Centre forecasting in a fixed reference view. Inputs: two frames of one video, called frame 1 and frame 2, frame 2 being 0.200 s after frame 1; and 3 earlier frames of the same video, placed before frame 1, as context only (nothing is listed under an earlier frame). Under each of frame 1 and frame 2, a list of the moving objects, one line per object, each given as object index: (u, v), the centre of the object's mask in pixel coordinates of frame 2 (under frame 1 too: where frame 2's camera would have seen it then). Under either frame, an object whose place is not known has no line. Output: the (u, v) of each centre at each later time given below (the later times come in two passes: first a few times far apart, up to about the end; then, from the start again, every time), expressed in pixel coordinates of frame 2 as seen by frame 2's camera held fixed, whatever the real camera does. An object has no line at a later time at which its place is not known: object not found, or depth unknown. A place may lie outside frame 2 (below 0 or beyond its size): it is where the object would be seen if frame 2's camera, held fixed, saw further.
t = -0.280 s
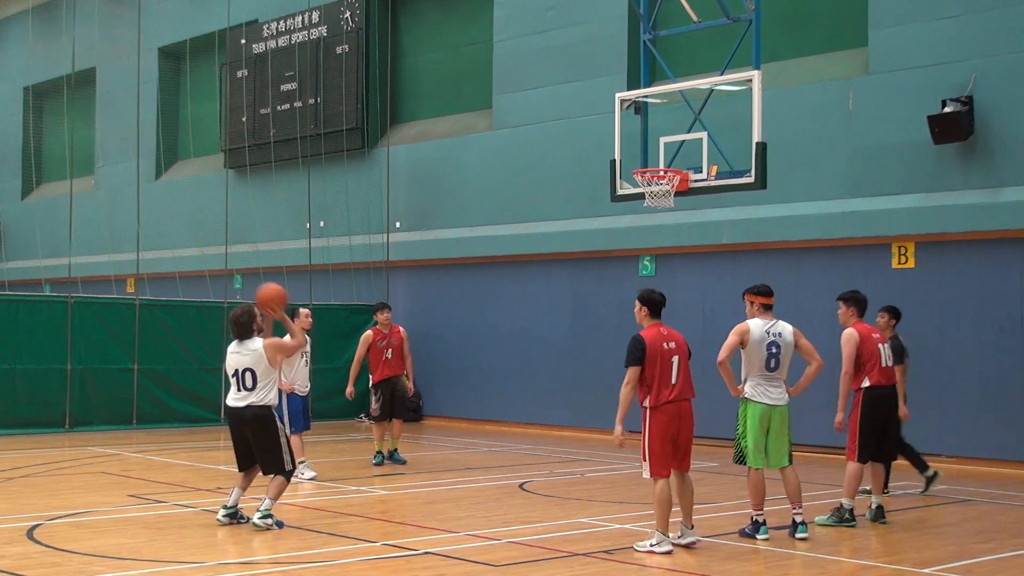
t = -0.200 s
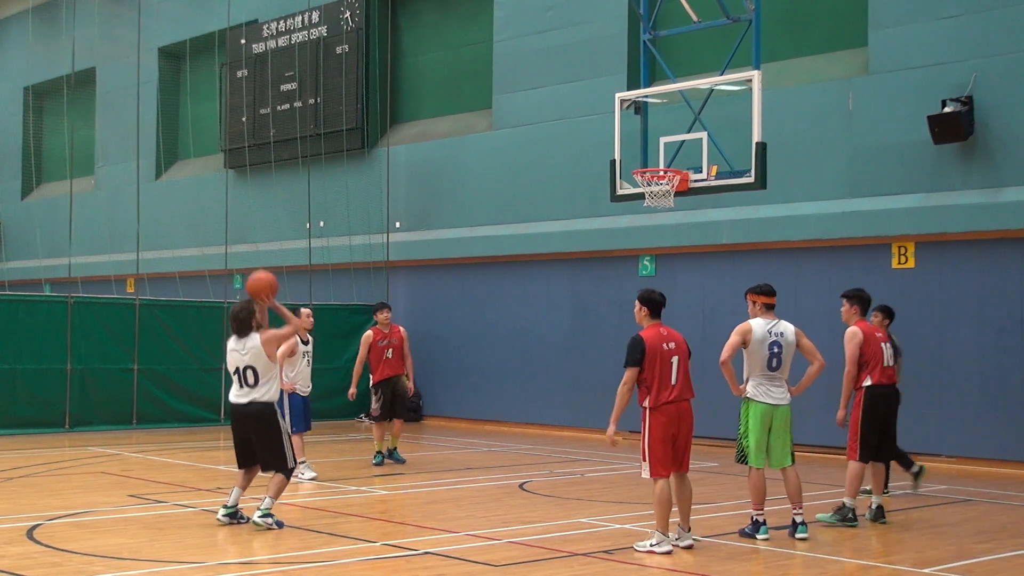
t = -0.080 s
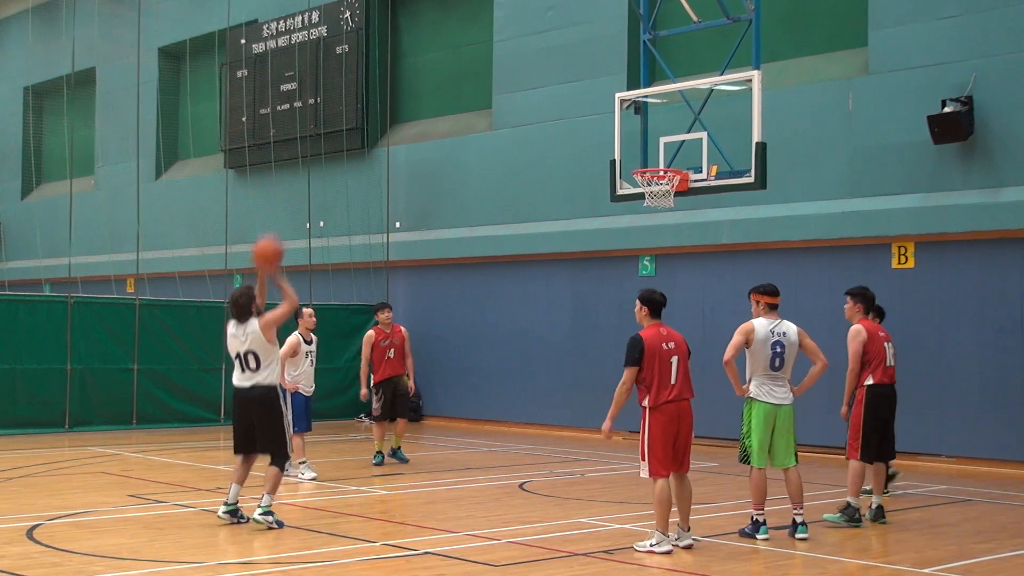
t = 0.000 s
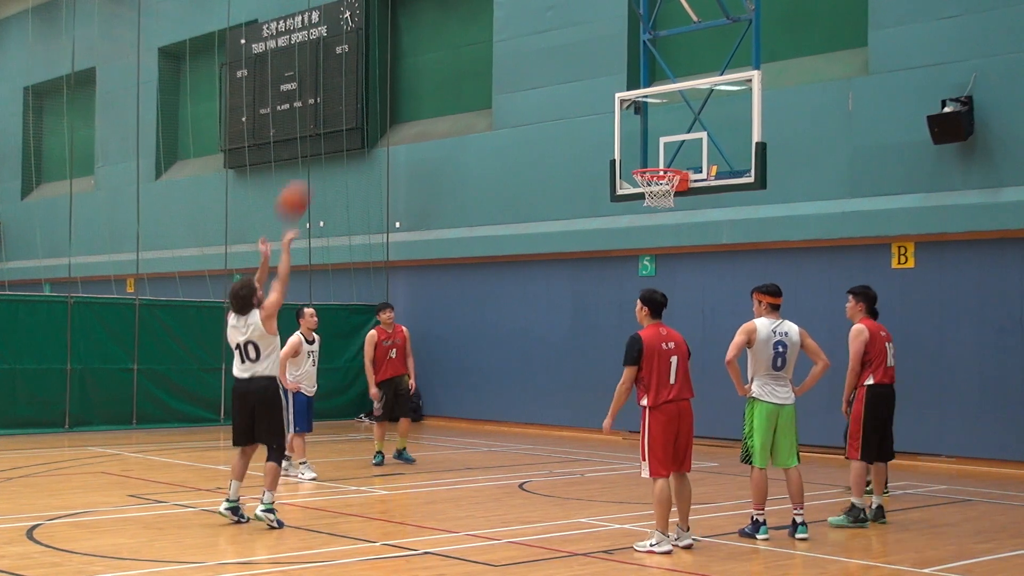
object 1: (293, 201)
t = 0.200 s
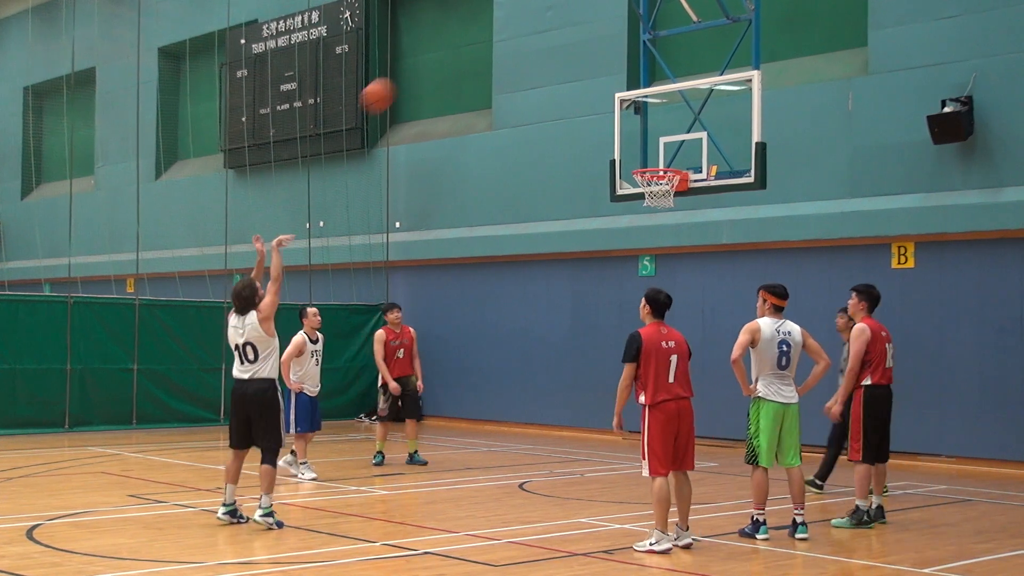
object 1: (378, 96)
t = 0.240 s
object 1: (394, 82)
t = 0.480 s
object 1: (482, 37)
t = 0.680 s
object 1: (548, 50)
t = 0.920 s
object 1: (621, 118)
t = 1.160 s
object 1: (671, 202)
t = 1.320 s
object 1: (674, 233)
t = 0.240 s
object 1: (394, 82)
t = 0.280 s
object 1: (409, 70)
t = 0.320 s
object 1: (425, 59)
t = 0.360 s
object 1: (440, 51)
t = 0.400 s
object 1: (454, 45)
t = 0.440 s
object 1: (469, 40)
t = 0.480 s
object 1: (482, 37)
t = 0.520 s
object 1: (496, 36)
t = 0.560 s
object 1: (510, 37)
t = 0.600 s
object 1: (523, 40)
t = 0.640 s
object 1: (536, 44)
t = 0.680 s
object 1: (548, 50)
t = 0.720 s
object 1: (561, 57)
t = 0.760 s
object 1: (573, 66)
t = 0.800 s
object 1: (586, 77)
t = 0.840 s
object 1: (598, 89)
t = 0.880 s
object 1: (609, 101)
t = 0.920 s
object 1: (621, 118)
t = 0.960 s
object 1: (633, 133)
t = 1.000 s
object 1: (644, 149)
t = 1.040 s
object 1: (654, 167)
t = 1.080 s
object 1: (667, 188)
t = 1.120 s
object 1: (670, 198)
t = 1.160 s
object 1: (671, 202)
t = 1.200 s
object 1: (672, 207)
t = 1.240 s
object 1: (673, 215)
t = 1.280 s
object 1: (673, 224)
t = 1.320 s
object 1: (674, 233)
